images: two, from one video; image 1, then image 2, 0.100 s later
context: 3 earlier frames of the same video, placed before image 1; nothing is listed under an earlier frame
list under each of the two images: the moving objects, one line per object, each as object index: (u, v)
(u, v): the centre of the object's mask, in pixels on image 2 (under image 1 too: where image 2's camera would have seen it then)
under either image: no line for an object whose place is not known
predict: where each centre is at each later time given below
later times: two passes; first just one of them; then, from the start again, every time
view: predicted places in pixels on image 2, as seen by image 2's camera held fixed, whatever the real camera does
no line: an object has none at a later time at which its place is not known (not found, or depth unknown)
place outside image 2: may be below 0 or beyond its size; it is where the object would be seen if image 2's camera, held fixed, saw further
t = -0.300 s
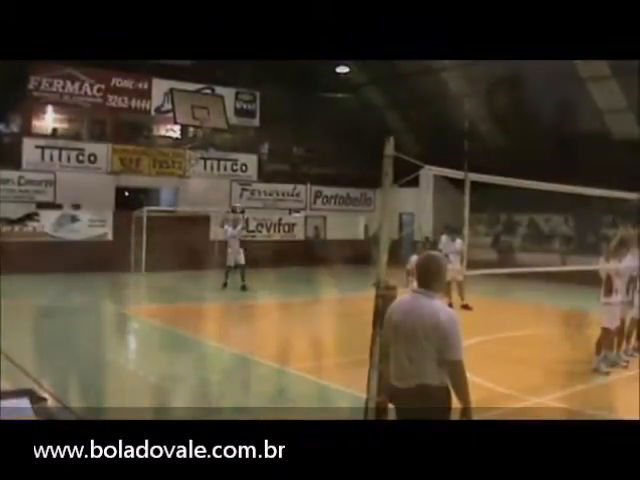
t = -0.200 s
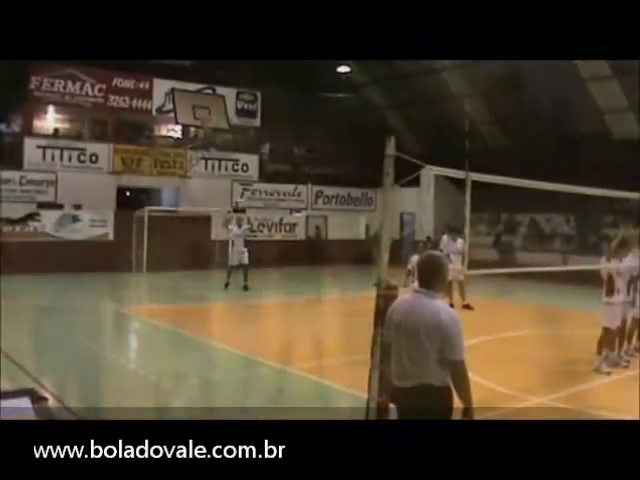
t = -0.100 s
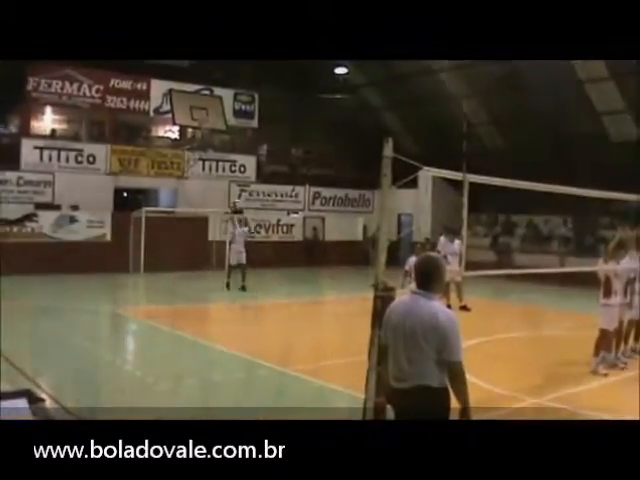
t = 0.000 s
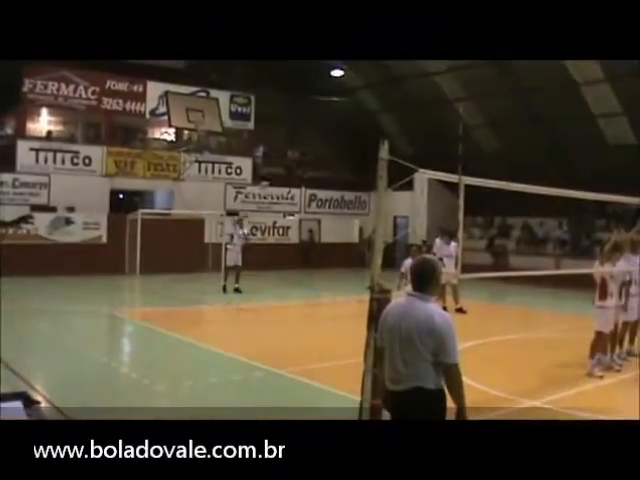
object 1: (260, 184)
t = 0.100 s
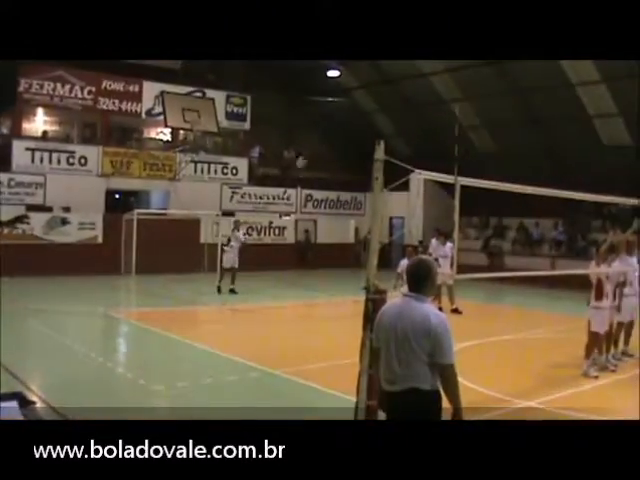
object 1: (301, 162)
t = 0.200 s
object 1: (346, 142)
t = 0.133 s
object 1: (315, 155)
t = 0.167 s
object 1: (330, 149)
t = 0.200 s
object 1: (346, 142)
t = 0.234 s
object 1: (363, 135)
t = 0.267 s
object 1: (381, 129)
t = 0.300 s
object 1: (398, 123)
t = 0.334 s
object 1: (416, 117)
